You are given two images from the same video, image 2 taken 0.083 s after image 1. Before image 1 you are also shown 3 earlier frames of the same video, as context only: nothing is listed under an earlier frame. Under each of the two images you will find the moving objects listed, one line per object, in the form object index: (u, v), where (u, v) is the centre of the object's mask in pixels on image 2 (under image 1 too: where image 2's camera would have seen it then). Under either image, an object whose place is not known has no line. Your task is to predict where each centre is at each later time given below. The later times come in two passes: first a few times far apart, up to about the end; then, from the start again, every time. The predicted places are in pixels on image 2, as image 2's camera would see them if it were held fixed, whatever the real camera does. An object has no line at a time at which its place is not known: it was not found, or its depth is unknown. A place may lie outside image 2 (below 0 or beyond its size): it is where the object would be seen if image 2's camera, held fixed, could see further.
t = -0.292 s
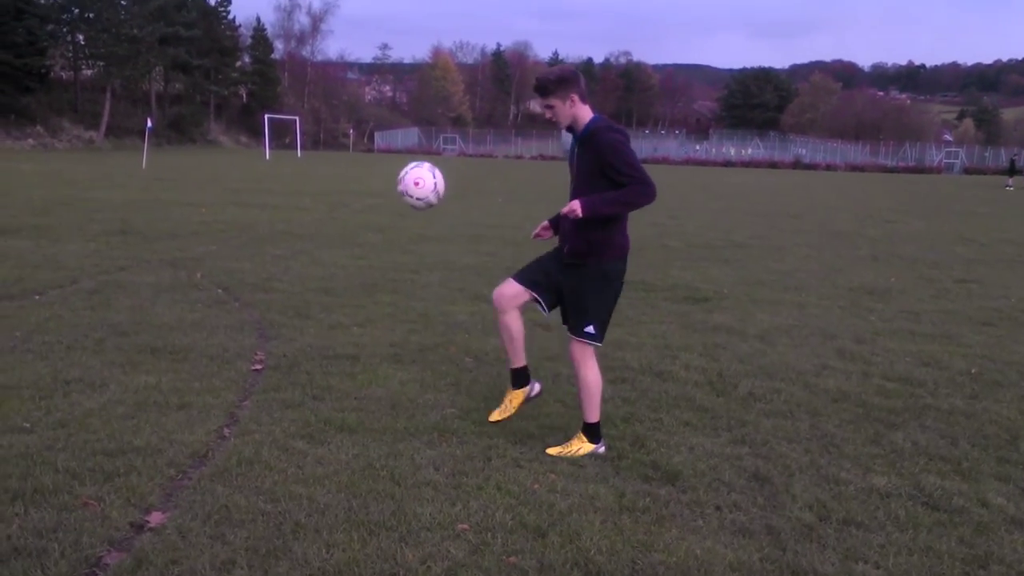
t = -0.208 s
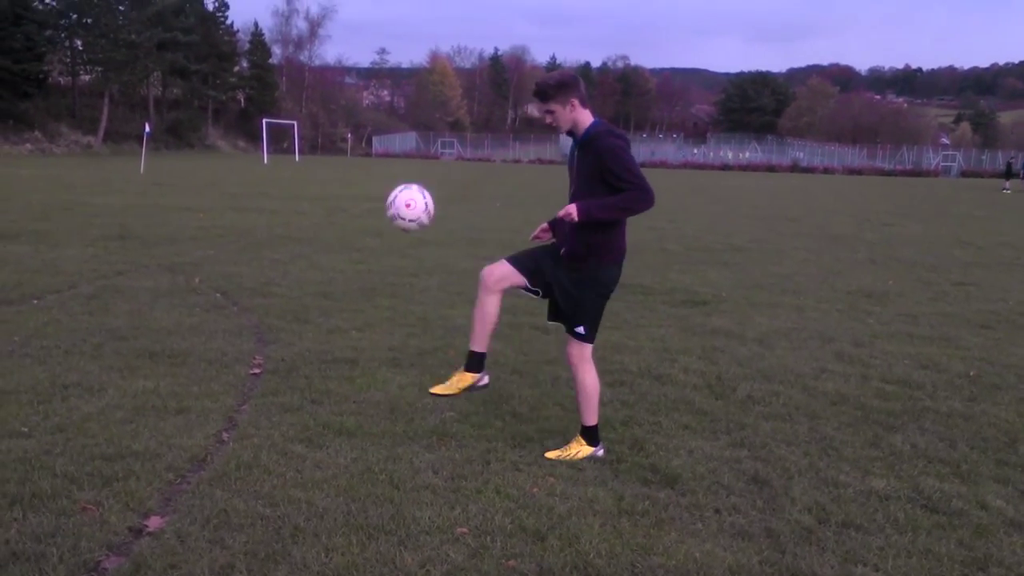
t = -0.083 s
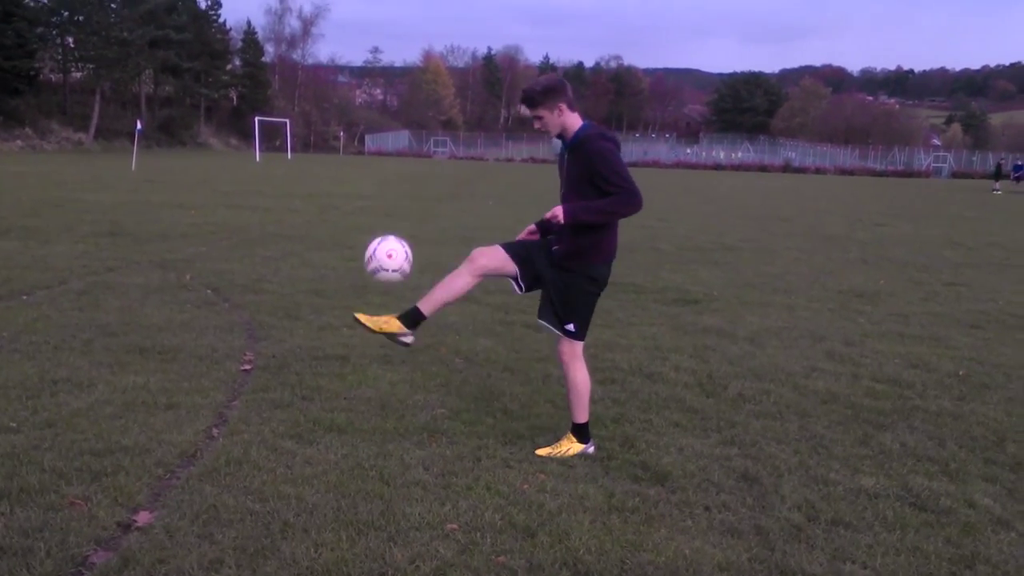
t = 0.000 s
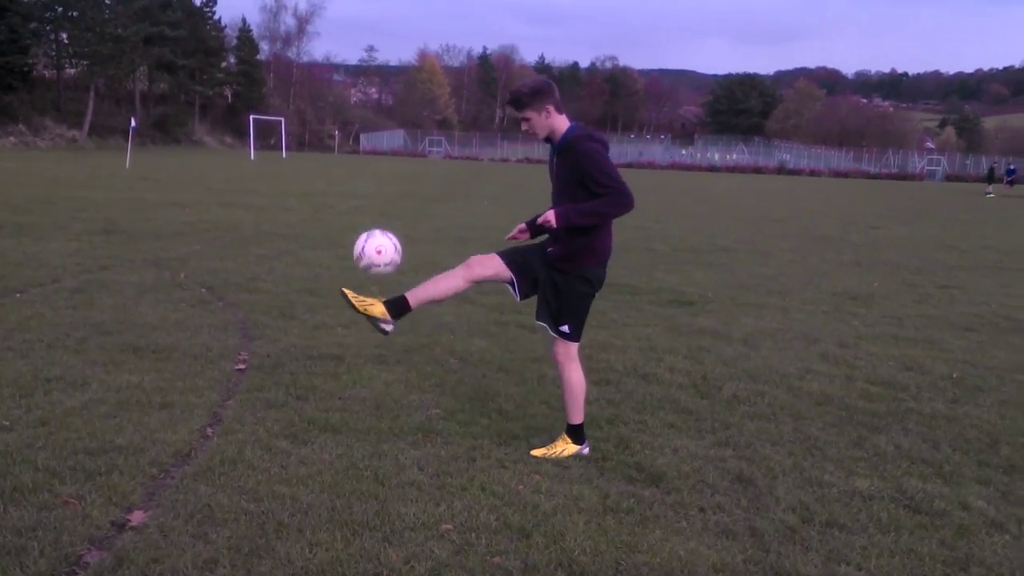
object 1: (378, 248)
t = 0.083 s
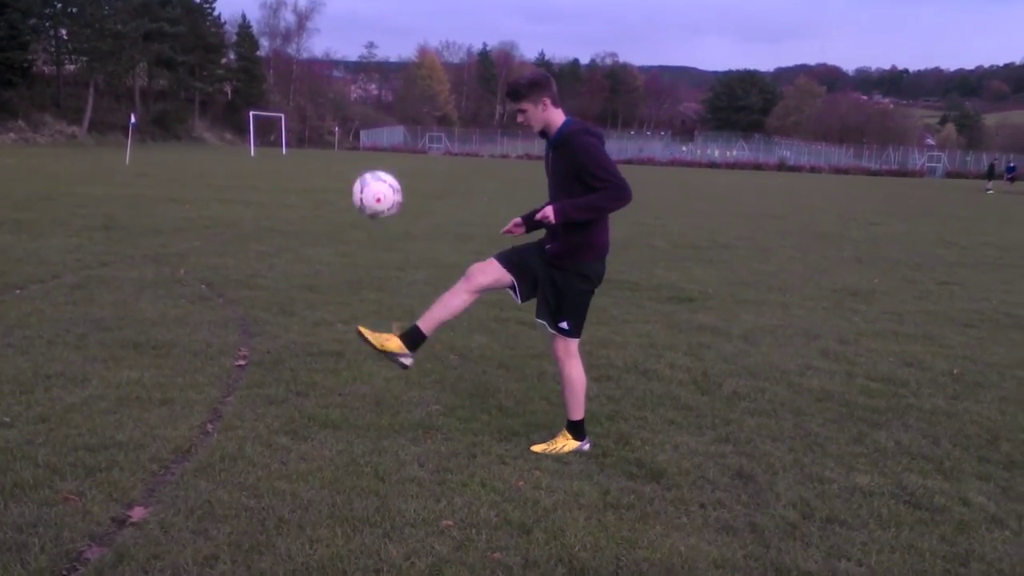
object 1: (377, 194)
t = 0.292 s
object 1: (376, 110)
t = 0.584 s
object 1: (378, 169)
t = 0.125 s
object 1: (376, 172)
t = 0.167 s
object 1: (376, 151)
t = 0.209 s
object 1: (376, 134)
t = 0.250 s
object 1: (375, 120)
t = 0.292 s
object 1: (376, 110)
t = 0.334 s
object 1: (375, 104)
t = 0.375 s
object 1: (376, 100)
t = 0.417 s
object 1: (376, 101)
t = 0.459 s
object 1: (376, 106)
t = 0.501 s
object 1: (376, 129)
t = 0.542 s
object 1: (378, 147)
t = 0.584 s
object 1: (378, 169)
